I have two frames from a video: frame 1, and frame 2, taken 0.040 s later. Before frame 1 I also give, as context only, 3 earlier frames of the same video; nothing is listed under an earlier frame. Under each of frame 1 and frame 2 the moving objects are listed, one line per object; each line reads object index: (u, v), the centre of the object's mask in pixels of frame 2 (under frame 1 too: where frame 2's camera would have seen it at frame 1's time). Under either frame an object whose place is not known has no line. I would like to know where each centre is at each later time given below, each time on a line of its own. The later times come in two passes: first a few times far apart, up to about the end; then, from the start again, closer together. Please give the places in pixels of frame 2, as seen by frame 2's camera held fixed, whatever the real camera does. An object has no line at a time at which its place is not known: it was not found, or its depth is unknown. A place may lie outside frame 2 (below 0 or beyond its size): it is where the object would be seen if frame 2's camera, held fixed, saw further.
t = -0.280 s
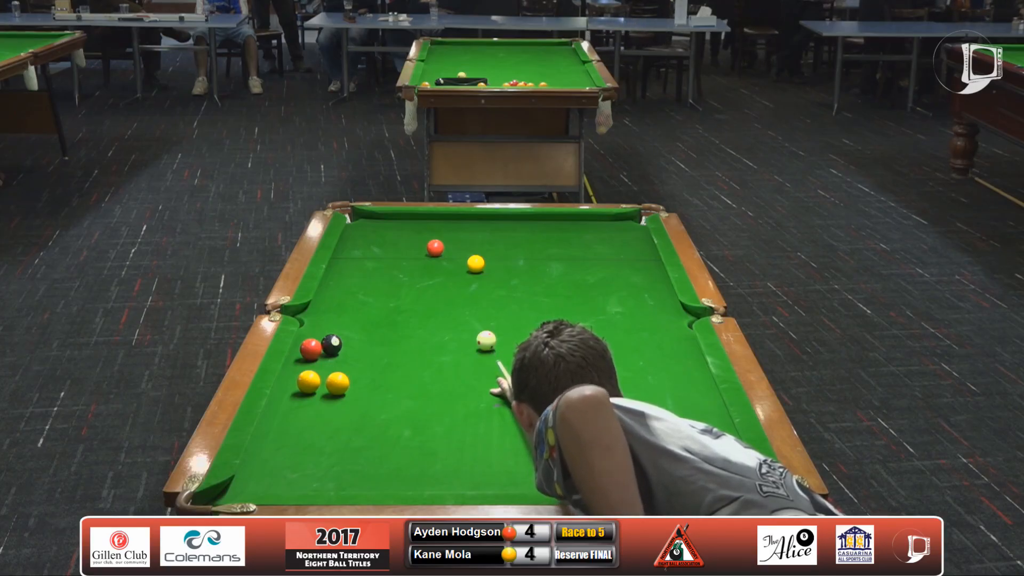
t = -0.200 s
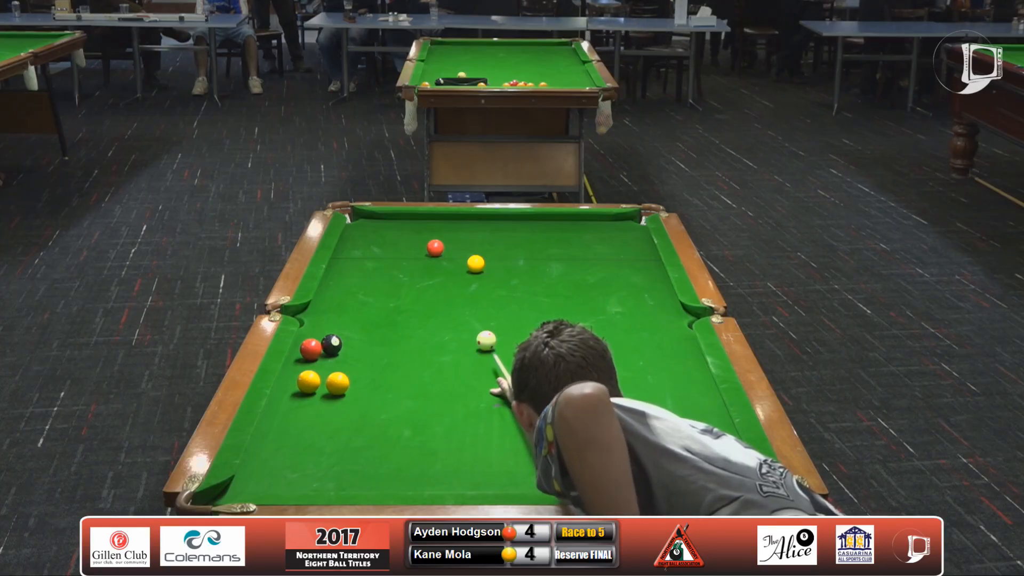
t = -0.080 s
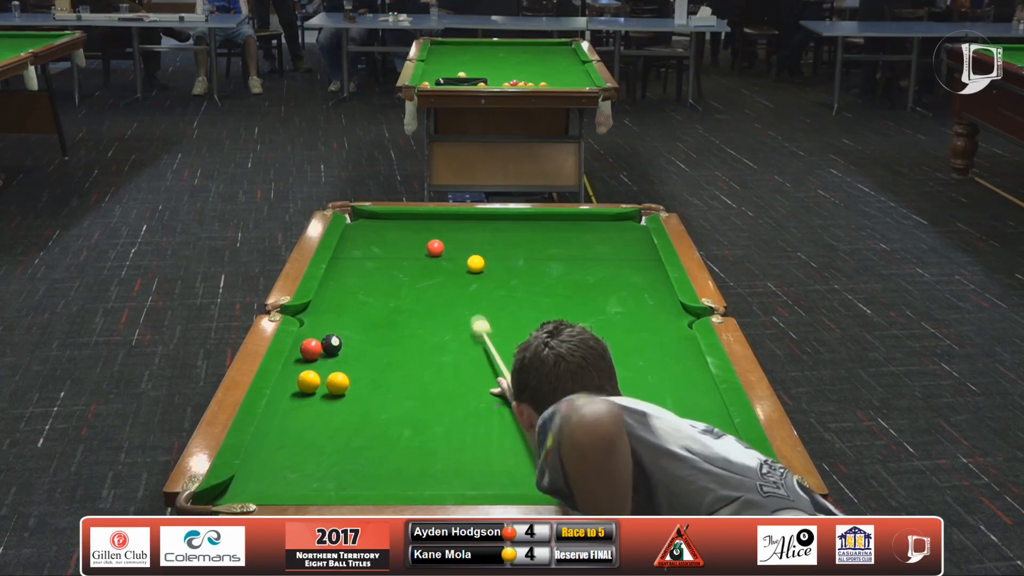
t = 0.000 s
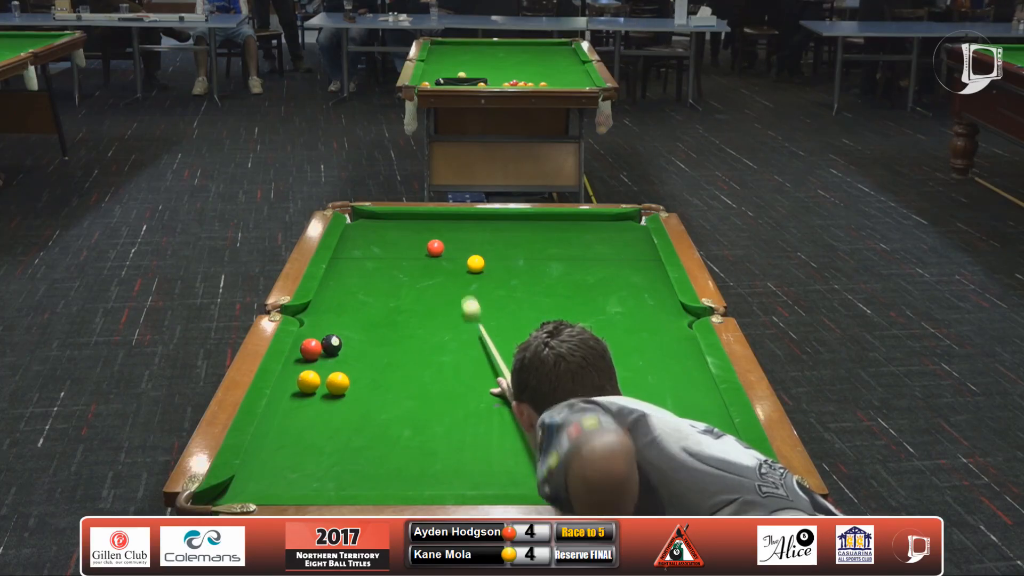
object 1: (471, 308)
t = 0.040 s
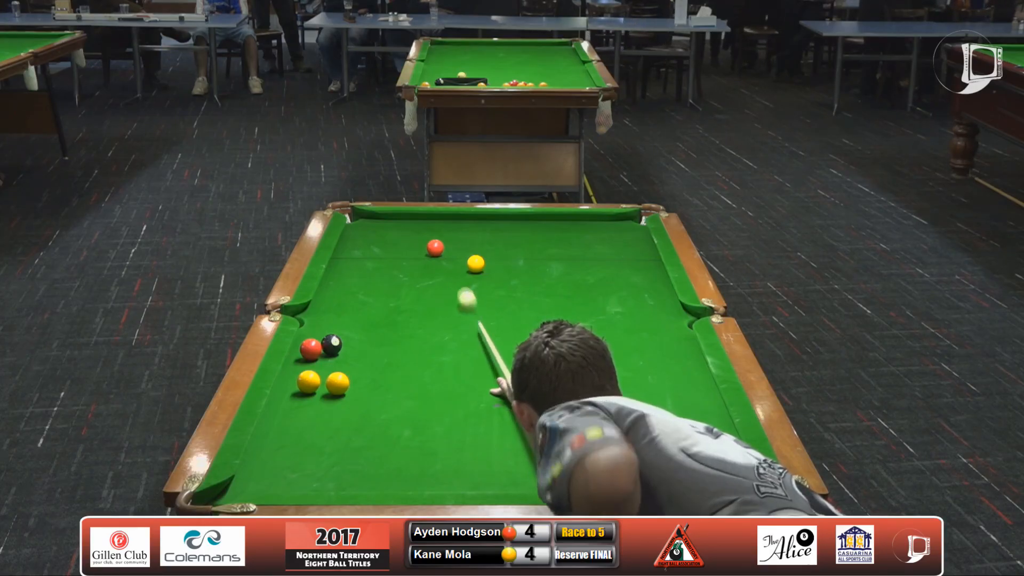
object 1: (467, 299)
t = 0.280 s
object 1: (446, 257)
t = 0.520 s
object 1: (476, 243)
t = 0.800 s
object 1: (509, 229)
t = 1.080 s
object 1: (537, 217)
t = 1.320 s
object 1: (554, 221)
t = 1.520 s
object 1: (566, 224)
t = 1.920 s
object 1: (586, 232)
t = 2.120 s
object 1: (599, 235)
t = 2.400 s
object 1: (612, 239)
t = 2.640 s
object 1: (621, 242)
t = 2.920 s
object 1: (630, 245)
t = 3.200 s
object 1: (637, 247)
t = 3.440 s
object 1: (641, 249)
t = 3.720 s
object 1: (645, 250)
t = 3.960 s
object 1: (647, 250)
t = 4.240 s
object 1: (647, 251)
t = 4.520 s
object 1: (647, 251)
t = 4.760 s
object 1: (648, 251)
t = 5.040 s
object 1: (647, 251)
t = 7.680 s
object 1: (647, 250)
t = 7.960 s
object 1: (648, 251)
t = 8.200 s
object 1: (648, 251)
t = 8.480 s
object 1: (648, 251)
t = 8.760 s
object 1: (648, 251)
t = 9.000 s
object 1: (648, 251)
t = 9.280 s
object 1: (647, 251)
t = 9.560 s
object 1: (648, 251)
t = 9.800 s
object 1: (647, 251)
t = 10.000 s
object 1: (648, 251)
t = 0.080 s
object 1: (463, 291)
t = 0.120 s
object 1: (459, 283)
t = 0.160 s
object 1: (456, 277)
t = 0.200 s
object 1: (453, 270)
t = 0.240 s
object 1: (450, 264)
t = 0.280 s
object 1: (446, 257)
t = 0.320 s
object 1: (446, 252)
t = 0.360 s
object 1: (453, 250)
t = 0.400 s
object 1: (460, 249)
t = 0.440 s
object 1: (466, 247)
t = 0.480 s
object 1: (471, 245)
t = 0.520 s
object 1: (476, 243)
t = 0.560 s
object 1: (481, 241)
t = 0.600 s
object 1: (486, 239)
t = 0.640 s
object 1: (491, 237)
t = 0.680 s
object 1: (495, 235)
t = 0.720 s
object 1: (500, 233)
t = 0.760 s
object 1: (504, 231)
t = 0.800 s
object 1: (509, 229)
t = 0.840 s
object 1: (513, 227)
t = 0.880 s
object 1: (517, 226)
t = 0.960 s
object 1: (525, 222)
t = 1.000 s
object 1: (529, 220)
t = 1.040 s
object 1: (533, 219)
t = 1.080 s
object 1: (537, 217)
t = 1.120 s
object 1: (541, 217)
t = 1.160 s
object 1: (543, 218)
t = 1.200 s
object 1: (546, 219)
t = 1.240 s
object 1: (549, 220)
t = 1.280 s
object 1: (551, 221)
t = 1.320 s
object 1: (554, 221)
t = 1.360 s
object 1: (557, 222)
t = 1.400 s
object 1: (559, 223)
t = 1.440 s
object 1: (562, 224)
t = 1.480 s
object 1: (564, 224)
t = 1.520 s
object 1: (566, 224)
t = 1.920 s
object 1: (586, 232)
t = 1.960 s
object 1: (591, 233)
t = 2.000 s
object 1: (593, 233)
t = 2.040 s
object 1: (595, 234)
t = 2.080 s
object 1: (597, 235)
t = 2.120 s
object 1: (599, 235)
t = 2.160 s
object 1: (601, 236)
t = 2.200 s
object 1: (603, 236)
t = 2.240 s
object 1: (605, 237)
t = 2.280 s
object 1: (607, 238)
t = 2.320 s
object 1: (608, 238)
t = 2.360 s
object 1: (610, 239)
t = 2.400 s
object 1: (612, 239)
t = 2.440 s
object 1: (613, 240)
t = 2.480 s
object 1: (615, 240)
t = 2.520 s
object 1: (616, 241)
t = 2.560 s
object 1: (618, 241)
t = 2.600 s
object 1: (619, 242)
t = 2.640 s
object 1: (621, 242)
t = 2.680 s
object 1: (622, 243)
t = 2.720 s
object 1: (624, 243)
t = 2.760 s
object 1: (625, 243)
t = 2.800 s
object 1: (626, 244)
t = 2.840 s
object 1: (627, 244)
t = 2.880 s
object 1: (629, 245)
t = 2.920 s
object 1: (630, 245)
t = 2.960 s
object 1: (631, 245)
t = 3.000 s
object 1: (632, 246)
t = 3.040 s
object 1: (633, 246)
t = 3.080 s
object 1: (634, 246)
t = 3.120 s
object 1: (635, 247)
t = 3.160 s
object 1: (636, 247)
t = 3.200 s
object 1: (637, 247)
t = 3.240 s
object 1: (638, 248)
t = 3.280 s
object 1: (639, 248)
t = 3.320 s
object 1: (639, 248)
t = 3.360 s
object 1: (640, 248)
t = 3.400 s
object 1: (641, 249)
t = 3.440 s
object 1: (641, 249)
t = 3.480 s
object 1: (642, 249)
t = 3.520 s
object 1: (642, 249)
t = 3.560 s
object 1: (643, 249)
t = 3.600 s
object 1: (644, 250)
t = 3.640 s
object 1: (644, 250)
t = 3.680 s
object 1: (645, 250)
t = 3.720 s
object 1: (645, 250)
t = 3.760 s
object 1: (646, 250)
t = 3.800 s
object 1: (646, 250)
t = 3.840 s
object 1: (646, 250)
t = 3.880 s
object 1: (647, 250)
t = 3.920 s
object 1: (647, 250)
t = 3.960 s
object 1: (647, 250)
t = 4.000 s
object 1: (647, 251)
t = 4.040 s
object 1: (647, 251)
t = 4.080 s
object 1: (647, 251)
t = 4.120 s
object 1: (647, 251)
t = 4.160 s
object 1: (647, 251)
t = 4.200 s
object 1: (647, 251)
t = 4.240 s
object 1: (647, 251)
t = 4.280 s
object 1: (647, 251)
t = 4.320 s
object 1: (647, 251)
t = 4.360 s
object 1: (647, 251)
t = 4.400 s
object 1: (647, 251)
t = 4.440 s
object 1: (647, 251)
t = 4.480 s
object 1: (647, 251)
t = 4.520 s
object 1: (647, 251)
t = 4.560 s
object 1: (647, 251)
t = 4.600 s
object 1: (647, 251)
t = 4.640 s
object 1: (647, 251)
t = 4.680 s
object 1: (647, 251)
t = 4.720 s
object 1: (647, 251)
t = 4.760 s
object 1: (648, 251)
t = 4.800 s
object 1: (647, 251)
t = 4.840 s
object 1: (647, 251)
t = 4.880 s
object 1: (647, 251)
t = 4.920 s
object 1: (648, 251)
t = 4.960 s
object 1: (648, 251)
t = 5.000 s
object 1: (647, 251)
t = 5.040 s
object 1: (647, 251)
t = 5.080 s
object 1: (647, 250)
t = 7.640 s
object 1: (647, 249)
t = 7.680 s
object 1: (647, 250)
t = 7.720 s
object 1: (648, 251)
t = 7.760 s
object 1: (648, 251)
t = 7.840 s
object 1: (648, 251)
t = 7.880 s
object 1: (648, 251)
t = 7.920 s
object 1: (648, 251)
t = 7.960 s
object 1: (648, 251)
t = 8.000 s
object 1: (648, 251)
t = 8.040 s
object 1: (648, 251)
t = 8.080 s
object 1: (648, 251)
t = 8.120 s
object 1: (648, 251)
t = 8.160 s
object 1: (648, 251)
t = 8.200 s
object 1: (648, 251)
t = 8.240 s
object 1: (648, 251)
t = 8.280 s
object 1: (648, 251)
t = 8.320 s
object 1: (648, 251)
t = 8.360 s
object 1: (648, 251)
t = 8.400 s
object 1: (648, 251)
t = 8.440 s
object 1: (648, 251)
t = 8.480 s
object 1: (648, 251)
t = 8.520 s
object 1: (648, 251)
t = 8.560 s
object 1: (648, 251)
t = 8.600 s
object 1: (648, 251)
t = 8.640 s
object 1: (648, 251)
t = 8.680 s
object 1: (648, 251)
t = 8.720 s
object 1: (648, 251)
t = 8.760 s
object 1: (648, 251)
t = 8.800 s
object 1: (648, 251)
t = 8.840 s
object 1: (648, 251)
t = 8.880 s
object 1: (648, 251)
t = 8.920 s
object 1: (648, 251)
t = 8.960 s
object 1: (648, 251)
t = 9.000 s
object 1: (648, 251)
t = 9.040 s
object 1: (647, 251)
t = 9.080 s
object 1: (647, 251)
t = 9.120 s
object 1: (647, 251)
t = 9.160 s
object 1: (647, 251)
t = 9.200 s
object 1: (647, 251)
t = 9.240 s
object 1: (647, 251)
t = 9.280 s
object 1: (647, 251)
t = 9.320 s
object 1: (648, 251)
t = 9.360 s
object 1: (647, 251)
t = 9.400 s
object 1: (647, 251)
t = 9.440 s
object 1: (647, 251)
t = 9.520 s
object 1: (648, 251)
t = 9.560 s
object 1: (648, 251)
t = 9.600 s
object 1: (648, 251)
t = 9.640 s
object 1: (648, 251)
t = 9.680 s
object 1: (648, 251)
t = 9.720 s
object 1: (648, 251)
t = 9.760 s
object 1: (647, 251)
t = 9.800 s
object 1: (647, 251)
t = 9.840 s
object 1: (647, 251)
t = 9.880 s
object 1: (647, 251)
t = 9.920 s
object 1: (647, 251)
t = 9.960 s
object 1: (647, 251)
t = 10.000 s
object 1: (648, 251)
